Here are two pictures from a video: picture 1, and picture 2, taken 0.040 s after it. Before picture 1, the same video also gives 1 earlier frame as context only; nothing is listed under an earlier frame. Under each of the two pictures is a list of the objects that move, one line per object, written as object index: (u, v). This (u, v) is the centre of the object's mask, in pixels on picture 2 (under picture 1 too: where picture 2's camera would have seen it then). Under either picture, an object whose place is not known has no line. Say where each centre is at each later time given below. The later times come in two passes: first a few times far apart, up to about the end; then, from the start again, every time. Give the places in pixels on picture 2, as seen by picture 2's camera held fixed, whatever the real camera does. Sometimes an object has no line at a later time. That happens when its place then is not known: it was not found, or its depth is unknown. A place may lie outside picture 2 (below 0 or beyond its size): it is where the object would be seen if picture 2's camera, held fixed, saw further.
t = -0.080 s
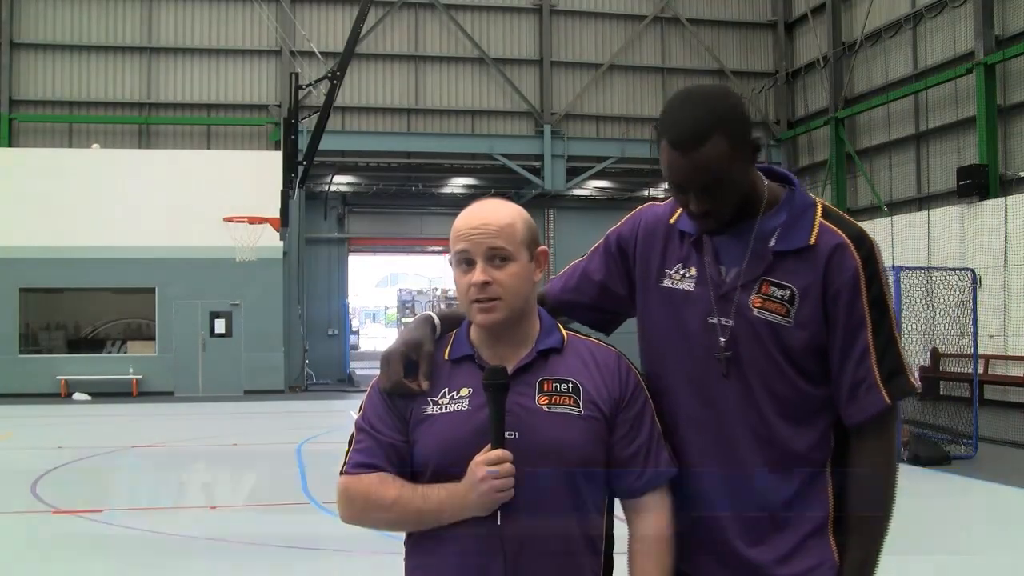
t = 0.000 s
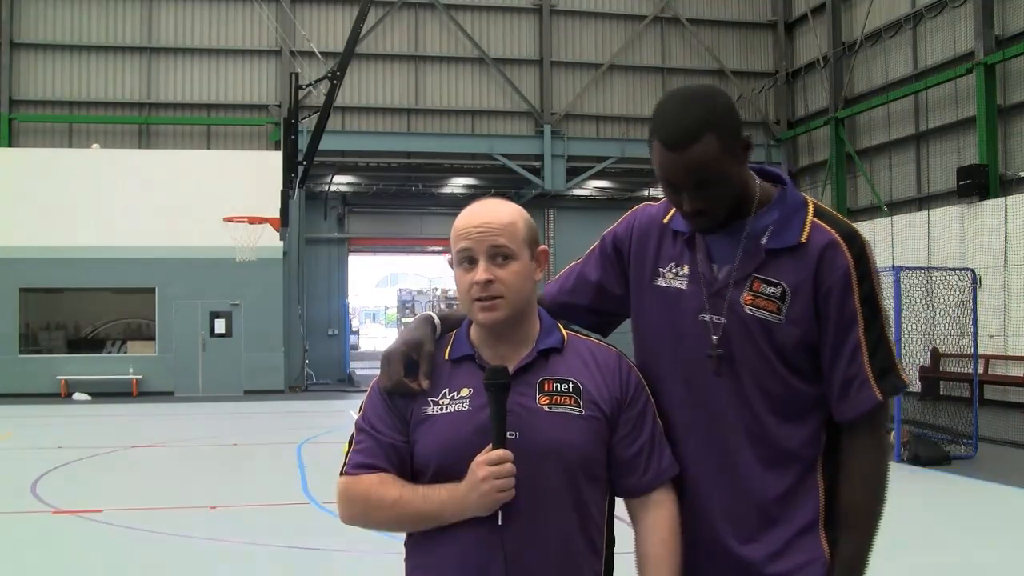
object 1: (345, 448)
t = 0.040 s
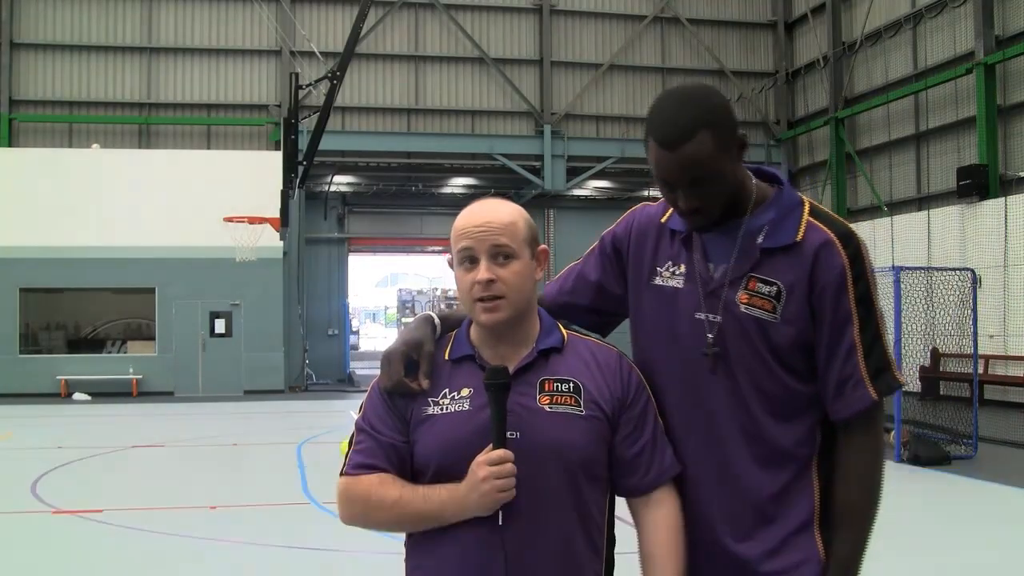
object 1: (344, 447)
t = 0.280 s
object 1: (331, 450)
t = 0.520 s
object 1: (311, 451)
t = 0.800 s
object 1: (290, 451)
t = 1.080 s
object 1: (270, 450)
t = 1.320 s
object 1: (252, 451)
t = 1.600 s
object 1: (231, 450)
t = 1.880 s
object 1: (213, 450)
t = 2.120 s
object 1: (197, 450)
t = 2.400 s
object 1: (178, 450)
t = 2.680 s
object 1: (161, 449)
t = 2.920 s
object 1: (147, 449)
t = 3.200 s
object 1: (131, 449)
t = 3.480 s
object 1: (115, 448)
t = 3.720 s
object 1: (103, 448)
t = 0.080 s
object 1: (342, 448)
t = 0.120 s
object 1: (340, 449)
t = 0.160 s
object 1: (339, 450)
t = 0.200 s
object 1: (337, 450)
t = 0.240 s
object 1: (335, 449)
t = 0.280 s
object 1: (331, 450)
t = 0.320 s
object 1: (328, 451)
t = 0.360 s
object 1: (324, 450)
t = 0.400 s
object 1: (321, 450)
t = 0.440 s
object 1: (318, 451)
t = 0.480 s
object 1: (314, 451)
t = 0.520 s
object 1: (311, 451)
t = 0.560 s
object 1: (308, 451)
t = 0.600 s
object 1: (305, 451)
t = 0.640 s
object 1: (302, 450)
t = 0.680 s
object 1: (299, 451)
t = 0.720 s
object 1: (296, 451)
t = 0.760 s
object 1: (293, 451)
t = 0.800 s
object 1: (290, 451)
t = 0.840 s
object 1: (288, 451)
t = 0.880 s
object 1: (284, 451)
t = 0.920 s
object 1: (281, 451)
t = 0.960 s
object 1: (279, 451)
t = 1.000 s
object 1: (276, 451)
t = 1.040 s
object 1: (272, 451)
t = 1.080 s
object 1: (270, 450)
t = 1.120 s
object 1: (267, 450)
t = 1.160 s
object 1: (264, 450)
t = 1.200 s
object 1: (261, 450)
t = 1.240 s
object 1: (258, 451)
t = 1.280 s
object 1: (254, 451)
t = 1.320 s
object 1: (252, 451)
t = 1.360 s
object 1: (249, 451)
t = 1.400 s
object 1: (246, 450)
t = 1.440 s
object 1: (243, 451)
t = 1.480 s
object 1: (240, 451)
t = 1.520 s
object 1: (237, 450)
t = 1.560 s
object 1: (234, 450)
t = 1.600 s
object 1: (231, 450)
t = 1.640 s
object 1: (229, 450)
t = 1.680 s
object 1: (226, 450)
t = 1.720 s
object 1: (223, 450)
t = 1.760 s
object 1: (221, 450)
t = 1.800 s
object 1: (218, 450)
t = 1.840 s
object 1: (215, 450)
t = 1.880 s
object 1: (213, 450)
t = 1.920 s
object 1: (210, 450)
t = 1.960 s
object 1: (207, 450)
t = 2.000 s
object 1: (205, 450)
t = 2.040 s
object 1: (202, 450)
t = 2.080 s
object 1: (199, 450)
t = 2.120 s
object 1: (197, 450)
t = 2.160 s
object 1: (194, 450)
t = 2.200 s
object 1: (192, 450)
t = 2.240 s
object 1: (189, 450)
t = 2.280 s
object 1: (186, 450)
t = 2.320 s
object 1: (183, 450)
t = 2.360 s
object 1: (181, 450)
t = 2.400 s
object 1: (178, 450)
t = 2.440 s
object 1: (176, 450)
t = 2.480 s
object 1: (173, 450)
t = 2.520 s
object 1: (171, 450)
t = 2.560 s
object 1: (168, 449)
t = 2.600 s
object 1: (166, 450)
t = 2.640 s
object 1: (164, 449)
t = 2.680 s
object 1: (161, 449)
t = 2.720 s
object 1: (159, 449)
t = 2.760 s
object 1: (157, 449)
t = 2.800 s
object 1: (154, 449)
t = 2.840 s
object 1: (152, 449)
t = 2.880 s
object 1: (149, 449)
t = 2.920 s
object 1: (147, 449)
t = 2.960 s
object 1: (145, 449)
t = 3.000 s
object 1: (143, 449)
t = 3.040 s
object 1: (140, 449)
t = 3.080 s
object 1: (138, 449)
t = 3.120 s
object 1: (136, 449)
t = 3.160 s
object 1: (133, 449)
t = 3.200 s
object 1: (131, 449)
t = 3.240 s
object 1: (128, 449)
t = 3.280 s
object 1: (126, 449)
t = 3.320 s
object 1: (124, 449)
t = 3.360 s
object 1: (122, 449)
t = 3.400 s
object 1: (120, 449)
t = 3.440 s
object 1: (117, 448)
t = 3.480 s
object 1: (115, 448)
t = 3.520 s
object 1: (113, 448)
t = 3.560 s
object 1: (111, 448)
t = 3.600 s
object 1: (109, 448)
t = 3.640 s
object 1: (107, 448)
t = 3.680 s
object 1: (105, 448)
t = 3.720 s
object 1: (103, 448)
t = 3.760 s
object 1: (101, 448)
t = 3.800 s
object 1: (99, 448)
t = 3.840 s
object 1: (97, 448)
